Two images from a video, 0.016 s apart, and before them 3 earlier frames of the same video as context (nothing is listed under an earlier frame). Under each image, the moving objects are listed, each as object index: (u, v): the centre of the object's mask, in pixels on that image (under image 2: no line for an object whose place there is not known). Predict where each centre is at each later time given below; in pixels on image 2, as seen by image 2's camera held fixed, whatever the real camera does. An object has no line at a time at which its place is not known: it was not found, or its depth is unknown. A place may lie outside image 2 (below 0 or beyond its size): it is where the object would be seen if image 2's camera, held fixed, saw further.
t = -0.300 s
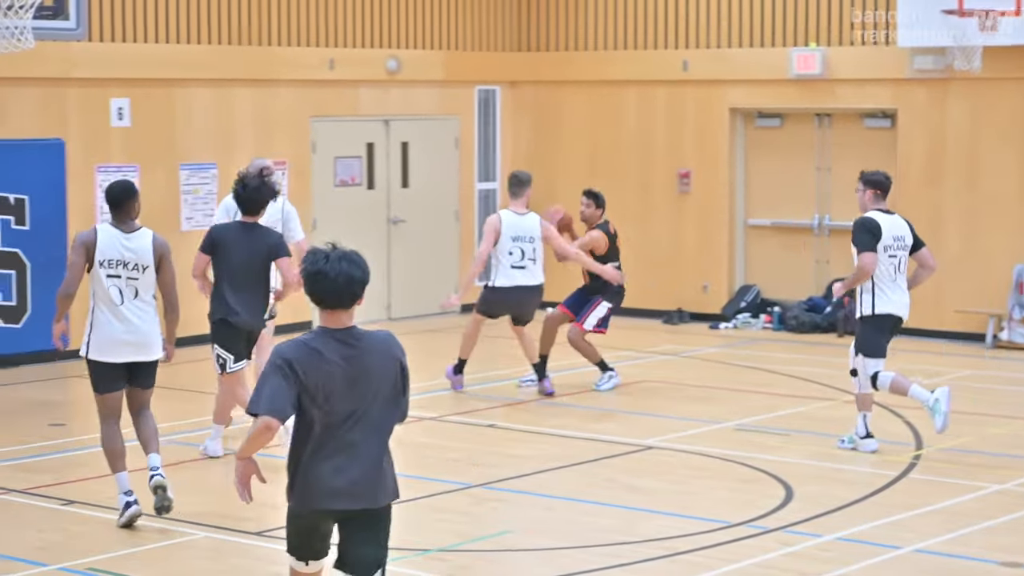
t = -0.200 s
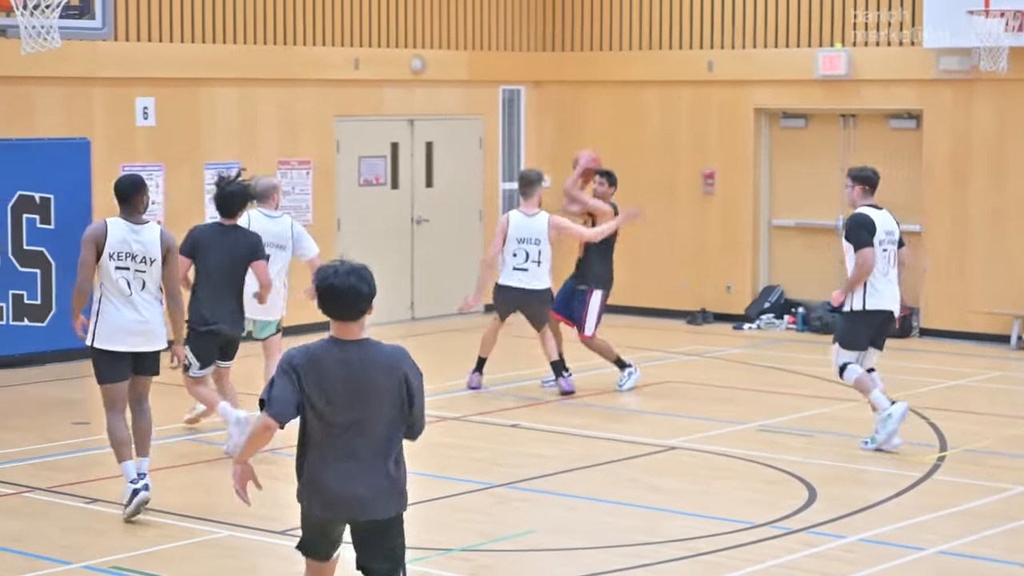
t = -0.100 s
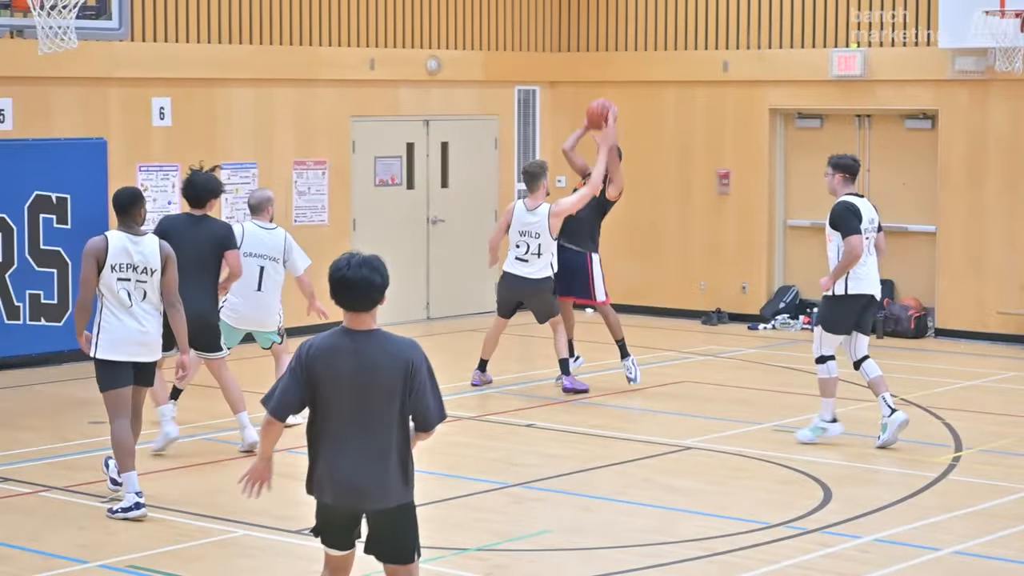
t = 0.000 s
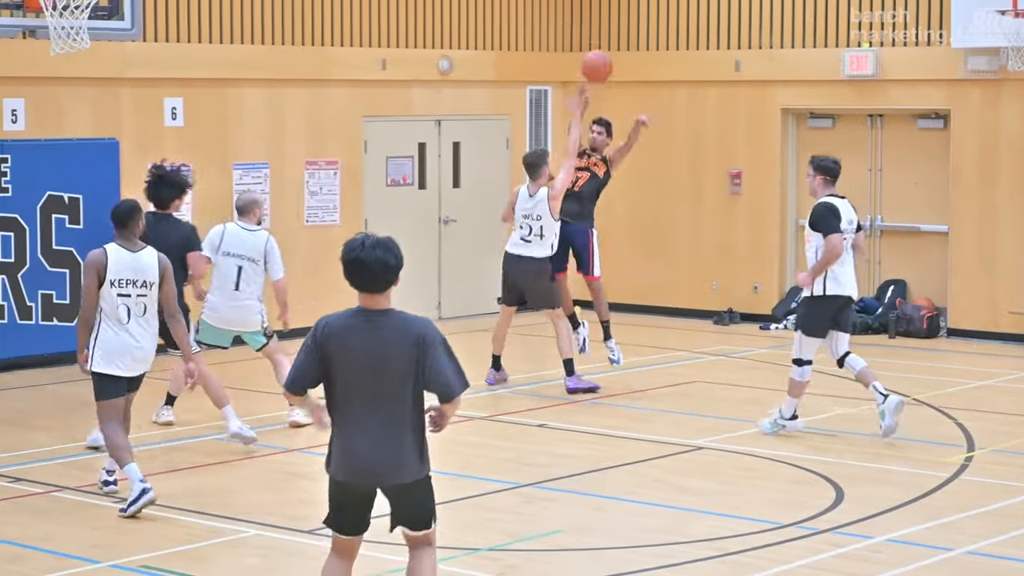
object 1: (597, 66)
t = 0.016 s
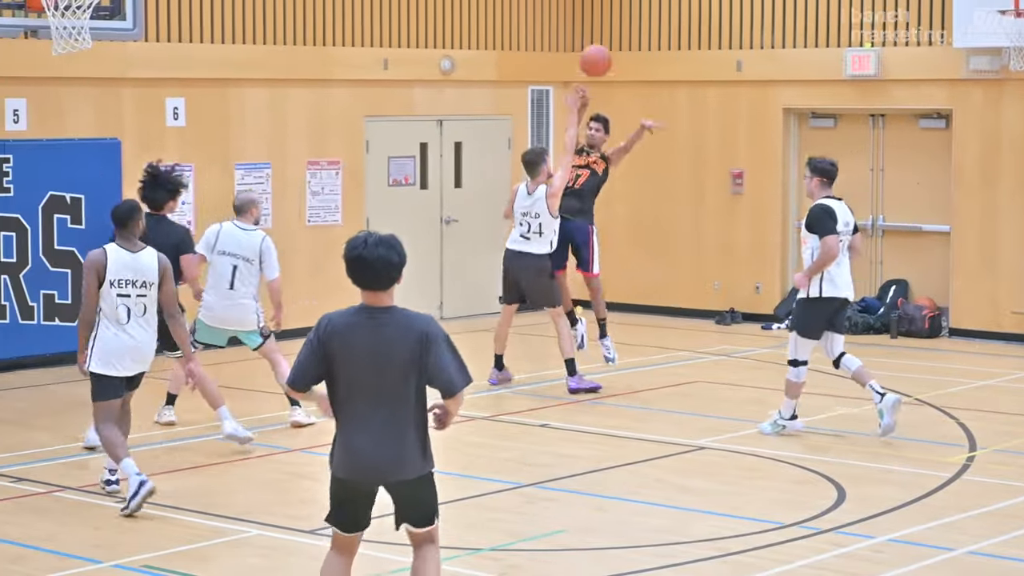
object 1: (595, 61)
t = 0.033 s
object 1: (592, 56)
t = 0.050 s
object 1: (589, 51)
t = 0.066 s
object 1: (586, 47)
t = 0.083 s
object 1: (582, 43)
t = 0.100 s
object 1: (579, 39)
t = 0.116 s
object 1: (575, 36)
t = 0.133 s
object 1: (571, 33)
